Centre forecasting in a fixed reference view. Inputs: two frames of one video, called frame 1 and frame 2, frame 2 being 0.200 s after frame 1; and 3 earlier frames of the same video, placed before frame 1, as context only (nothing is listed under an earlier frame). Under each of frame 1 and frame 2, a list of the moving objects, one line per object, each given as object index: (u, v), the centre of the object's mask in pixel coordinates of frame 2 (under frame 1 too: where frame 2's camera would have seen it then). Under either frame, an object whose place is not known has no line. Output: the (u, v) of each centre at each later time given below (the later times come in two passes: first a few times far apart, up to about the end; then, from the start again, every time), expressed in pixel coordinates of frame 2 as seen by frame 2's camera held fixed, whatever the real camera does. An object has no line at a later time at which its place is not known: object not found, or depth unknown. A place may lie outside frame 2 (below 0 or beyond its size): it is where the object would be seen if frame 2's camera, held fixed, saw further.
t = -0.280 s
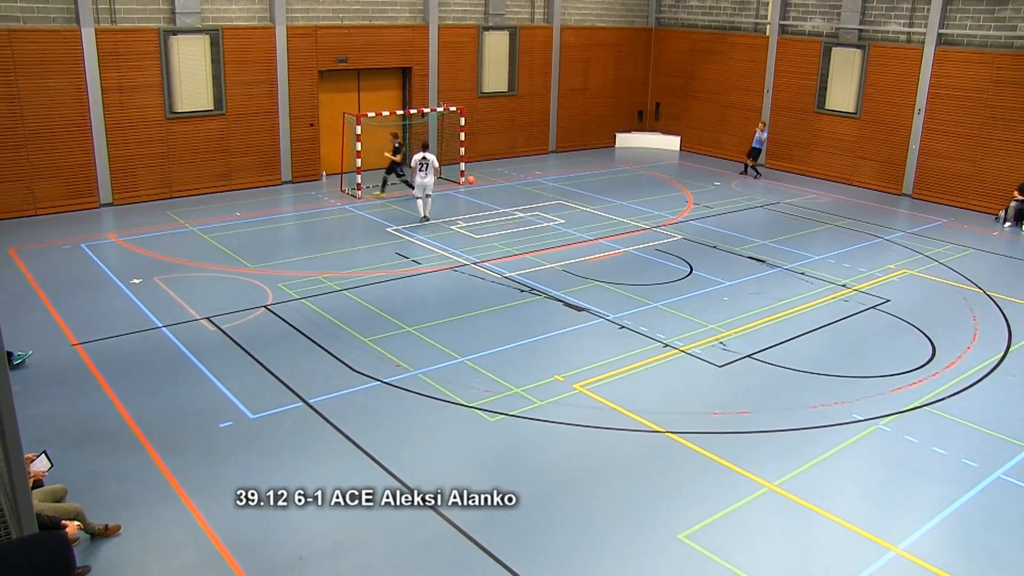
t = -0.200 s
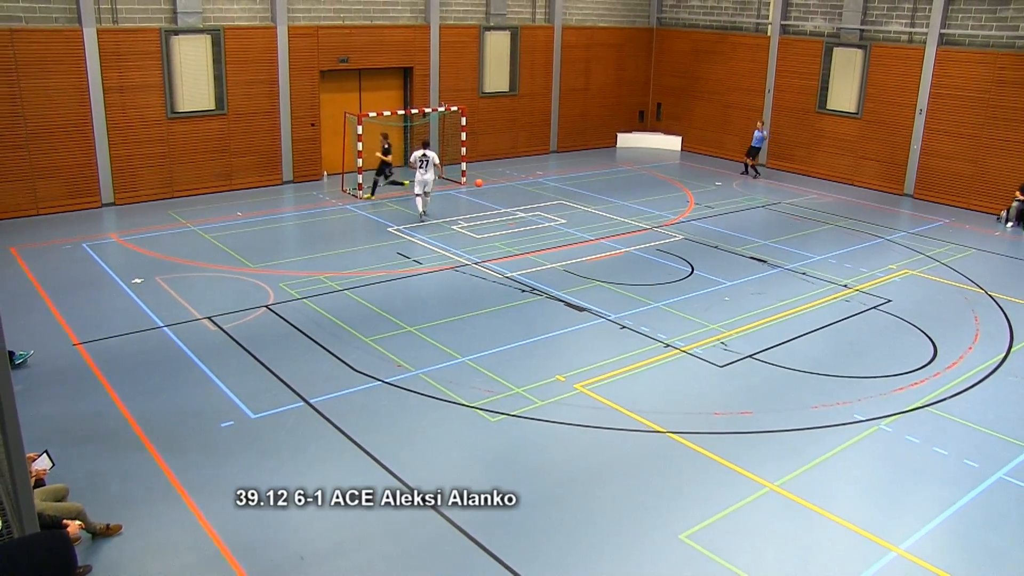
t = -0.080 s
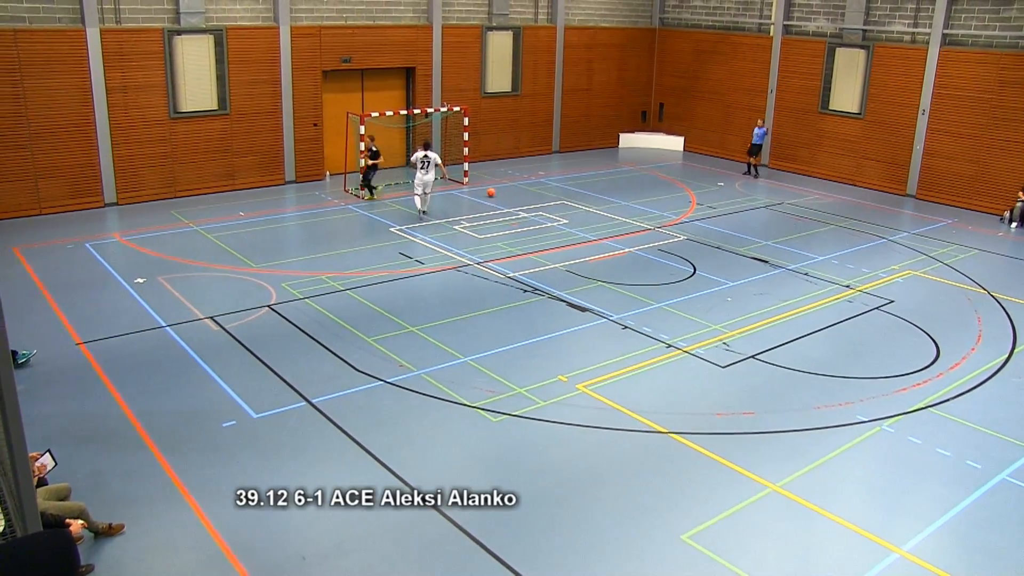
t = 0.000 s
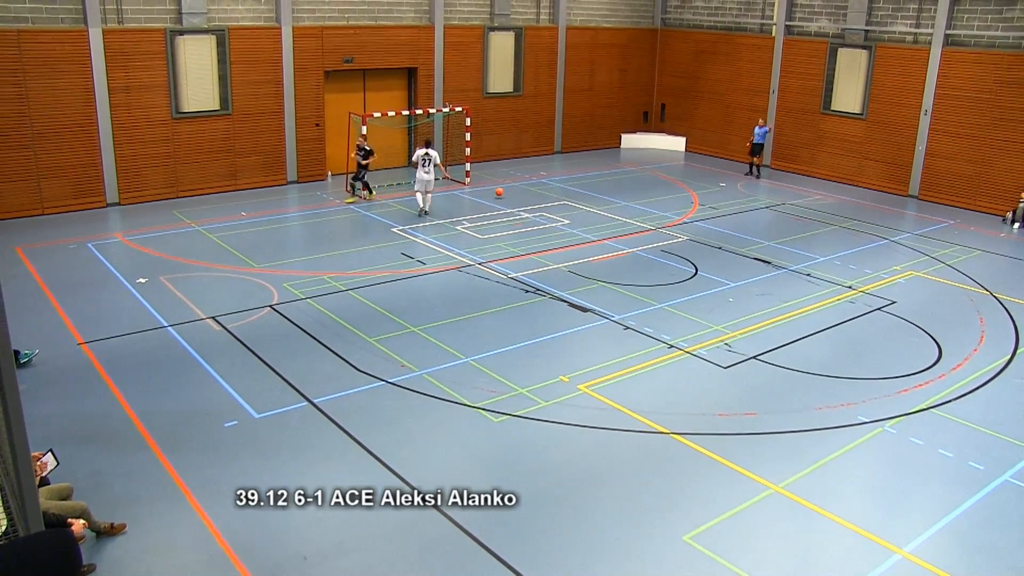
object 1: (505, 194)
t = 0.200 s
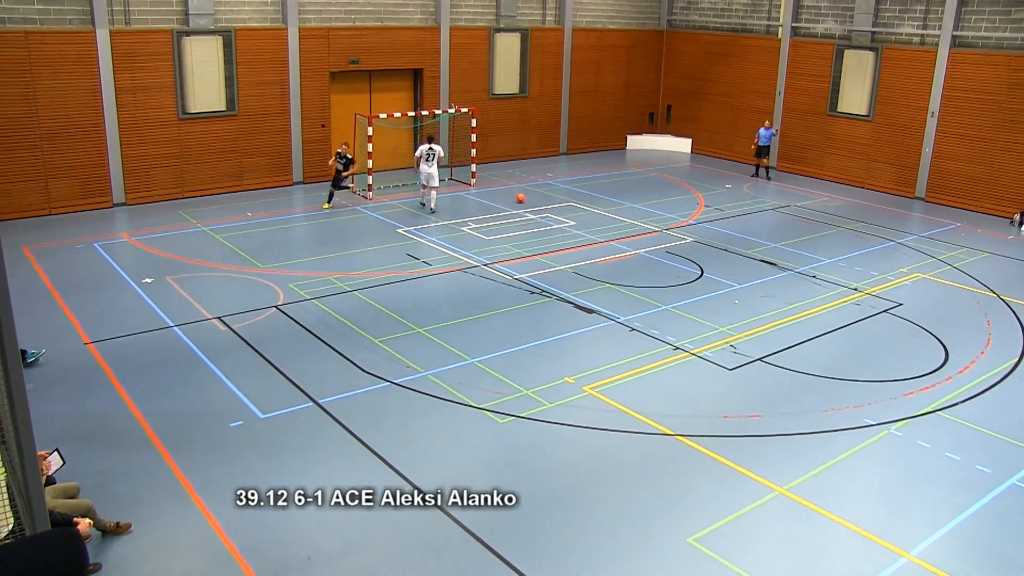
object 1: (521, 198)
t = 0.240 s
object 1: (524, 199)
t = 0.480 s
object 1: (543, 203)
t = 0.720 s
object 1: (564, 208)
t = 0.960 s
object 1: (584, 212)
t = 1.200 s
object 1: (604, 216)
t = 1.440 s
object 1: (626, 220)
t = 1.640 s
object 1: (643, 224)
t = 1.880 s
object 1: (663, 228)
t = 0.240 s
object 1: (524, 199)
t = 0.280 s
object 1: (527, 199)
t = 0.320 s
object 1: (530, 201)
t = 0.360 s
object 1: (533, 201)
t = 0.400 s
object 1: (537, 202)
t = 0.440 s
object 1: (540, 203)
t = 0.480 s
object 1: (543, 203)
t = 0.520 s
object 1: (547, 204)
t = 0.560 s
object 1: (550, 205)
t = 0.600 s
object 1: (553, 206)
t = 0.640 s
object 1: (557, 207)
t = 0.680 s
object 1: (560, 207)
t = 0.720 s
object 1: (564, 208)
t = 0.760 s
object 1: (567, 208)
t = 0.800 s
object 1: (570, 209)
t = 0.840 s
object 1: (573, 209)
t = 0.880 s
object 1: (577, 210)
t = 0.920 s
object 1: (580, 211)
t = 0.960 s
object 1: (584, 212)
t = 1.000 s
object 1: (587, 213)
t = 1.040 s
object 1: (590, 214)
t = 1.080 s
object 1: (594, 214)
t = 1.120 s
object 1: (597, 215)
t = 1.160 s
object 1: (601, 216)
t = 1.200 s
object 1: (604, 216)
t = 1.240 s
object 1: (608, 217)
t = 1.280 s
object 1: (611, 217)
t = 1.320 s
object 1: (615, 218)
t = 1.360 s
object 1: (619, 219)
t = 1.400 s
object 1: (622, 219)
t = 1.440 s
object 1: (626, 220)
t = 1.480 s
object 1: (629, 221)
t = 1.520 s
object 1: (632, 222)
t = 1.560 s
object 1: (636, 222)
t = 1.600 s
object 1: (639, 223)
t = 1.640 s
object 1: (643, 224)
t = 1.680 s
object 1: (646, 225)
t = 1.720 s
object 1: (649, 225)
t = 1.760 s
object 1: (653, 226)
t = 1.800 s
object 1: (656, 227)
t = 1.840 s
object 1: (659, 227)
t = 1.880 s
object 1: (663, 228)
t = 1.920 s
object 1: (666, 228)
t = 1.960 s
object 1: (670, 228)
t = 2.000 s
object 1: (674, 230)
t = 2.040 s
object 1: (677, 230)
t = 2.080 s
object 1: (680, 231)
